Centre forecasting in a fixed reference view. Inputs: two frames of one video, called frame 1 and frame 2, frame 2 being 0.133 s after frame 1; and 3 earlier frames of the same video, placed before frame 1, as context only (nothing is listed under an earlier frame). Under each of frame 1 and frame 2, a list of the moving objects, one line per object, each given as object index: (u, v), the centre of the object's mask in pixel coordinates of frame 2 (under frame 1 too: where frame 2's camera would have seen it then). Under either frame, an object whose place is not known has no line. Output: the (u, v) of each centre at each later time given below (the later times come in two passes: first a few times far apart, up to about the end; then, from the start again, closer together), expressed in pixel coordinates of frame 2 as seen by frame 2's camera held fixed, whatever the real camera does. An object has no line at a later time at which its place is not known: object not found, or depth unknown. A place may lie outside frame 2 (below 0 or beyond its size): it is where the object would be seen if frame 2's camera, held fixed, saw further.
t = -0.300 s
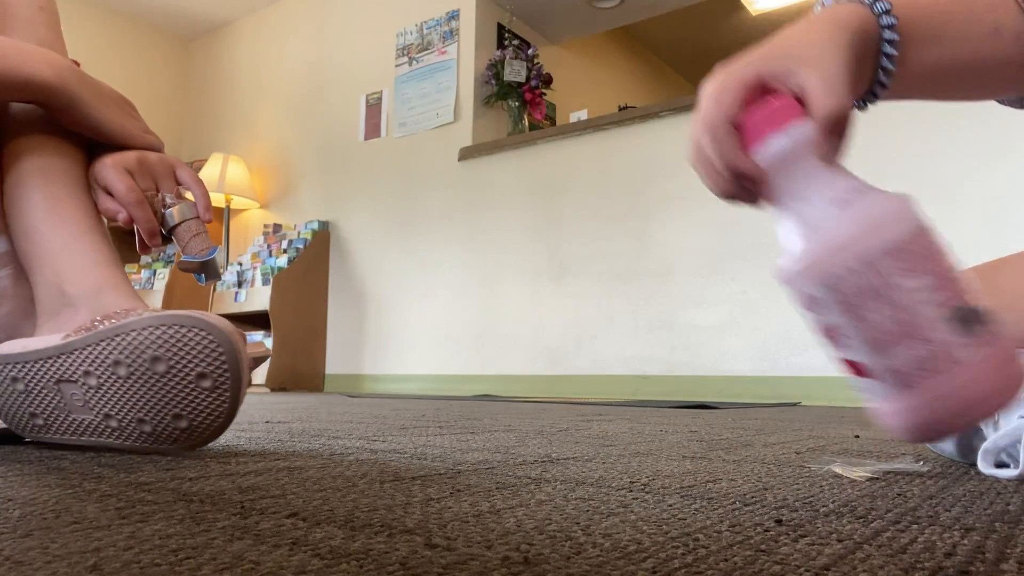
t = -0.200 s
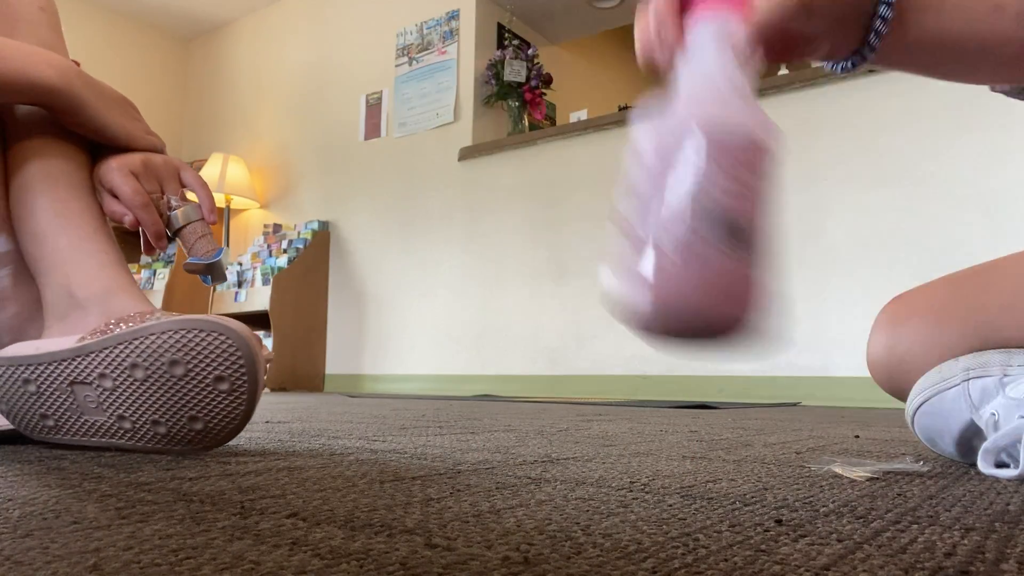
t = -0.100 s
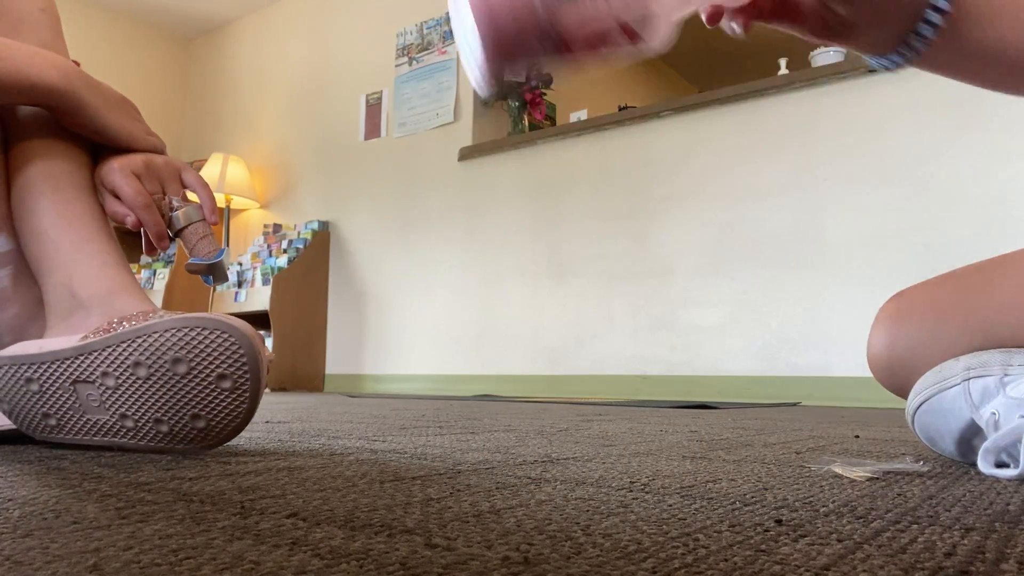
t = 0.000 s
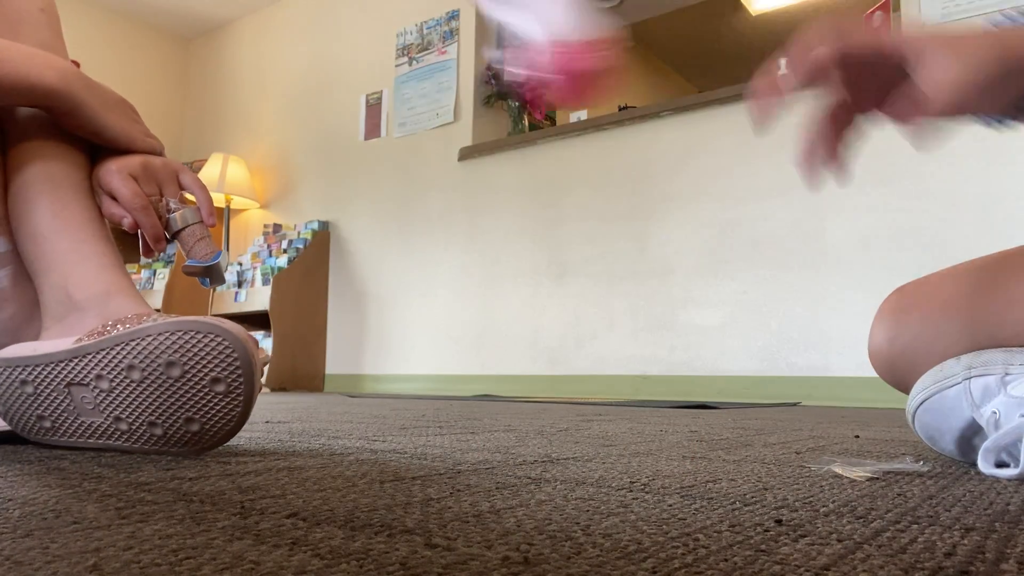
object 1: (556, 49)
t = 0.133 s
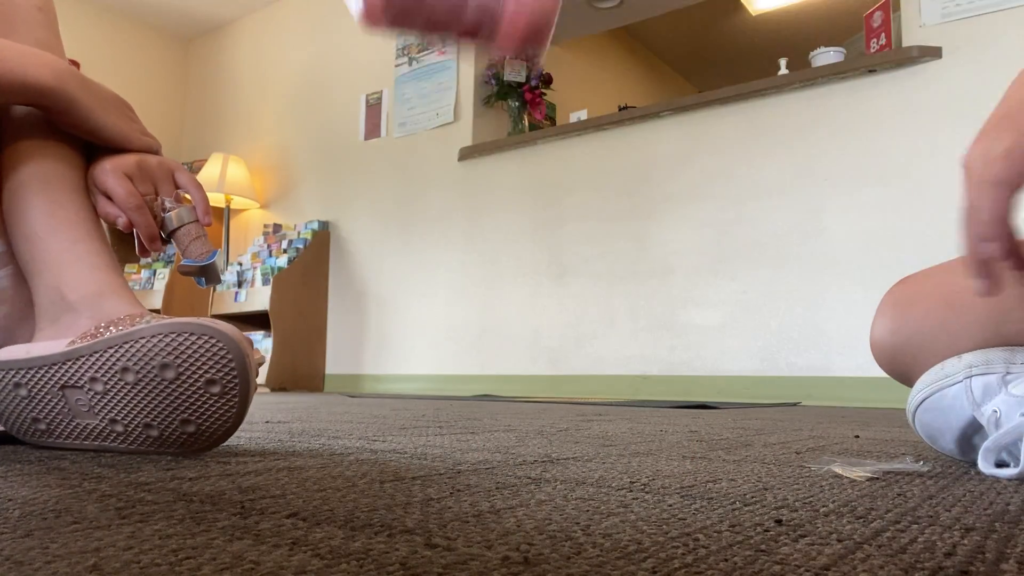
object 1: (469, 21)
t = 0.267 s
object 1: (418, 327)
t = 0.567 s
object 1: (588, 353)
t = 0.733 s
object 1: (651, 417)
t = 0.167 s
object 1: (460, 53)
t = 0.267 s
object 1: (418, 327)
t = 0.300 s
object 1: (438, 331)
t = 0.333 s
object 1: (458, 332)
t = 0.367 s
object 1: (476, 329)
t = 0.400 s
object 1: (494, 328)
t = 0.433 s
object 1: (511, 328)
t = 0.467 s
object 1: (529, 329)
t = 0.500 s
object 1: (547, 333)
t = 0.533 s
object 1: (566, 340)
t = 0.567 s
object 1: (588, 353)
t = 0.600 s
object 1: (613, 374)
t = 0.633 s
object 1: (641, 415)
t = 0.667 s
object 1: (648, 411)
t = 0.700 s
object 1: (650, 417)
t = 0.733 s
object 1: (651, 417)
